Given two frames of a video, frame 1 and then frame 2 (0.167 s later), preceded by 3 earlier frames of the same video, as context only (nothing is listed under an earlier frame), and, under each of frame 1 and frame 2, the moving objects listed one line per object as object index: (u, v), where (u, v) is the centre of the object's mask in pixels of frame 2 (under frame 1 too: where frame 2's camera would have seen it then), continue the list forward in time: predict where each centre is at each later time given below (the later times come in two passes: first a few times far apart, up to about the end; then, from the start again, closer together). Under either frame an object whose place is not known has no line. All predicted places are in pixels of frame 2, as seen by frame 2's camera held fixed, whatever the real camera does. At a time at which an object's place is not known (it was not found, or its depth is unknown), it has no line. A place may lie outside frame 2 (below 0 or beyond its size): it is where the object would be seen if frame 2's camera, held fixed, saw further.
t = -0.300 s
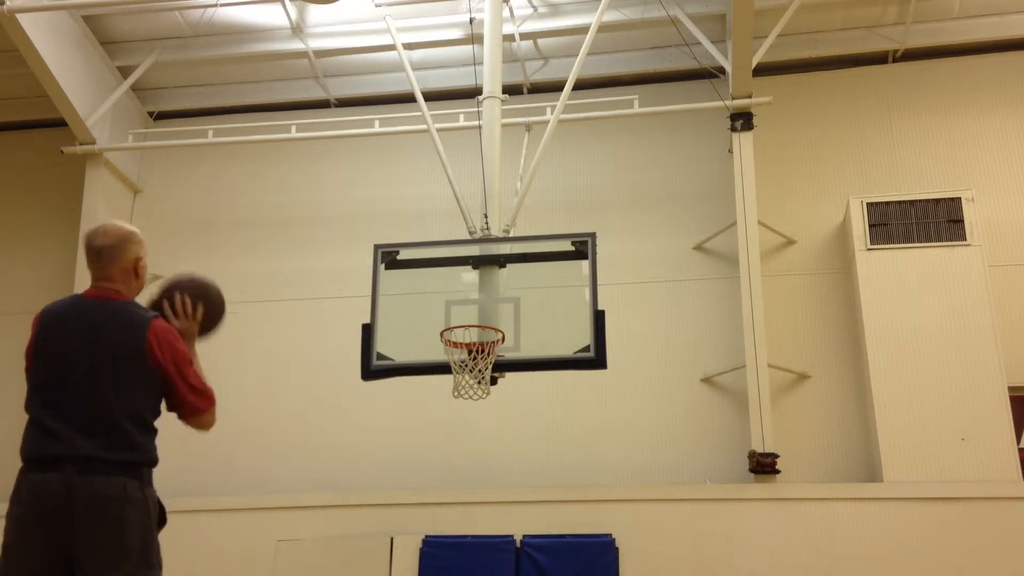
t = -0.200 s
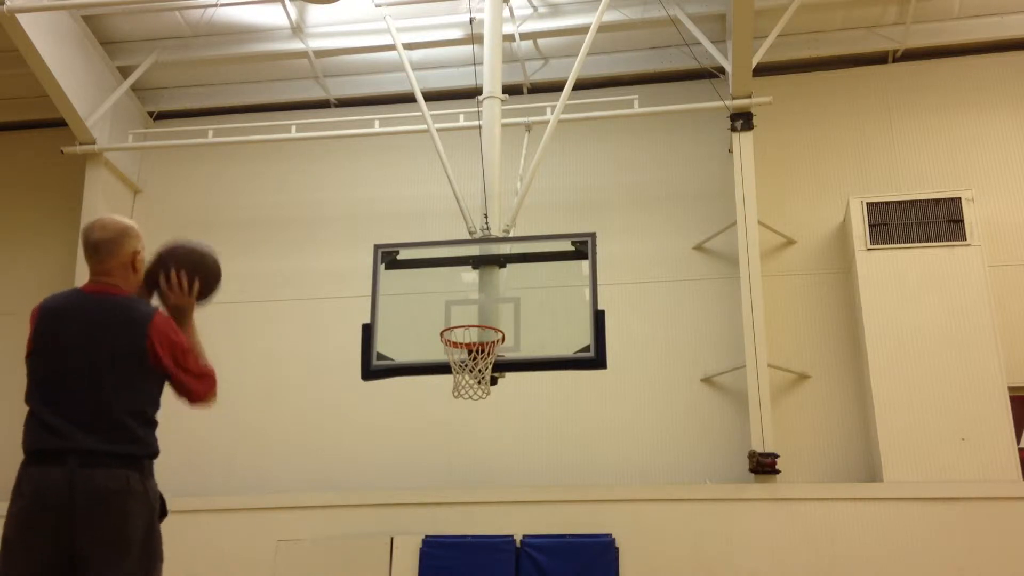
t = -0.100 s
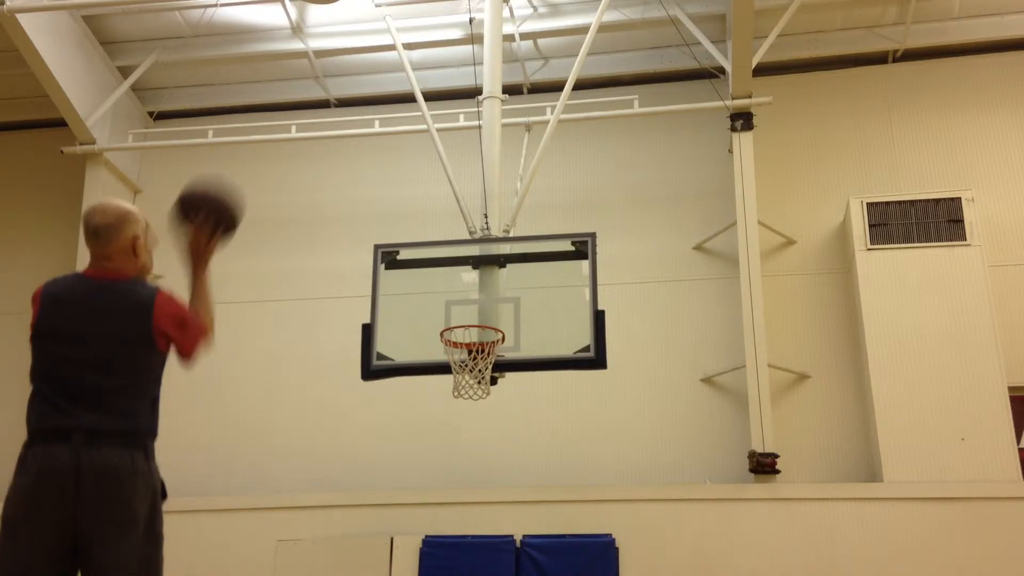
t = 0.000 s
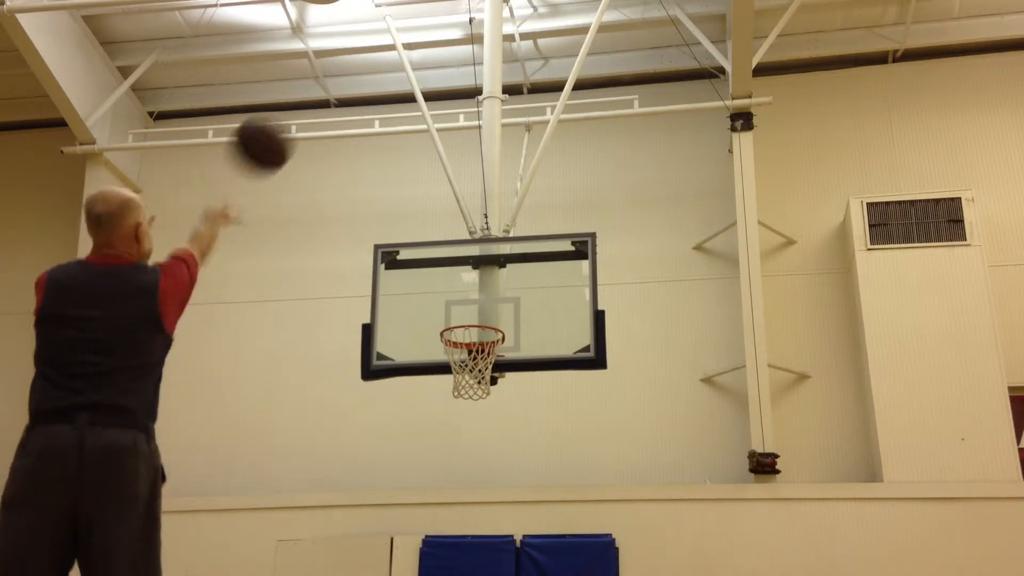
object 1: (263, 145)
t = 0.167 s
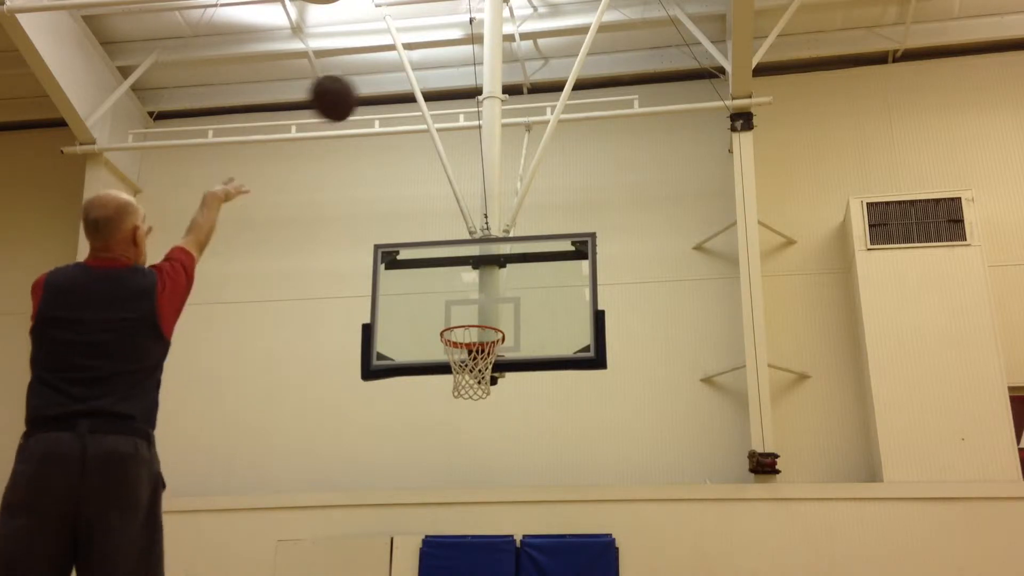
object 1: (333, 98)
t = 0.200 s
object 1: (345, 95)
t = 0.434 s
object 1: (406, 122)
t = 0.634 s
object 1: (443, 194)
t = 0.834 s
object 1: (471, 299)
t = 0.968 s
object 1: (476, 357)
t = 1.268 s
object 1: (443, 444)
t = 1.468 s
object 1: (422, 563)
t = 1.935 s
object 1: (401, 573)
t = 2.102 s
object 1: (401, 538)
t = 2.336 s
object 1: (395, 544)
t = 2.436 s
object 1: (391, 566)
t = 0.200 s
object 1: (345, 95)
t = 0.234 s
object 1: (355, 95)
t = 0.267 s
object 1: (364, 96)
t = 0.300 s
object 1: (373, 99)
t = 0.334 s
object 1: (382, 103)
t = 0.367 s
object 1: (391, 108)
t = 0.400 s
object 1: (399, 115)
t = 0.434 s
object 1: (406, 122)
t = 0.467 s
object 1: (413, 133)
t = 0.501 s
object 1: (419, 142)
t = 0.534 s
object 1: (425, 154)
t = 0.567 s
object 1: (432, 167)
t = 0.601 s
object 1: (437, 180)
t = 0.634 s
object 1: (443, 194)
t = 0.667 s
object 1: (448, 209)
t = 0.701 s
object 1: (452, 224)
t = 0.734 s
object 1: (457, 242)
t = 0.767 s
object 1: (462, 262)
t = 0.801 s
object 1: (467, 283)
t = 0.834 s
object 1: (471, 299)
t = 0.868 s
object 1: (476, 317)
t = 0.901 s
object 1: (479, 337)
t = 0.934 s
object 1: (481, 348)
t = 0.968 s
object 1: (476, 357)
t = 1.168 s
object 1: (452, 407)
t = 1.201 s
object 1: (449, 418)
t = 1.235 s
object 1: (447, 430)
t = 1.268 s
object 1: (443, 444)
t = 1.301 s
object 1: (440, 461)
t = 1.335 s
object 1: (437, 477)
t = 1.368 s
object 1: (434, 495)
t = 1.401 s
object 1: (430, 518)
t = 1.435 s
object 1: (425, 542)
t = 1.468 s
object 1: (422, 563)
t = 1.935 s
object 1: (401, 573)
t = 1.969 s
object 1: (401, 567)
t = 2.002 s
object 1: (401, 562)
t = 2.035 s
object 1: (400, 552)
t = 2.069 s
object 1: (401, 544)
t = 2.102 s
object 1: (401, 538)
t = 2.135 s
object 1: (400, 535)
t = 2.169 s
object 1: (399, 533)
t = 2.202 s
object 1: (399, 531)
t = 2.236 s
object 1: (398, 531)
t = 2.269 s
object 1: (397, 534)
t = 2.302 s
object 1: (396, 538)
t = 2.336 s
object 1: (395, 544)
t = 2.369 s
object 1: (394, 551)
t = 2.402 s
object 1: (393, 560)
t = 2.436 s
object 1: (391, 566)
